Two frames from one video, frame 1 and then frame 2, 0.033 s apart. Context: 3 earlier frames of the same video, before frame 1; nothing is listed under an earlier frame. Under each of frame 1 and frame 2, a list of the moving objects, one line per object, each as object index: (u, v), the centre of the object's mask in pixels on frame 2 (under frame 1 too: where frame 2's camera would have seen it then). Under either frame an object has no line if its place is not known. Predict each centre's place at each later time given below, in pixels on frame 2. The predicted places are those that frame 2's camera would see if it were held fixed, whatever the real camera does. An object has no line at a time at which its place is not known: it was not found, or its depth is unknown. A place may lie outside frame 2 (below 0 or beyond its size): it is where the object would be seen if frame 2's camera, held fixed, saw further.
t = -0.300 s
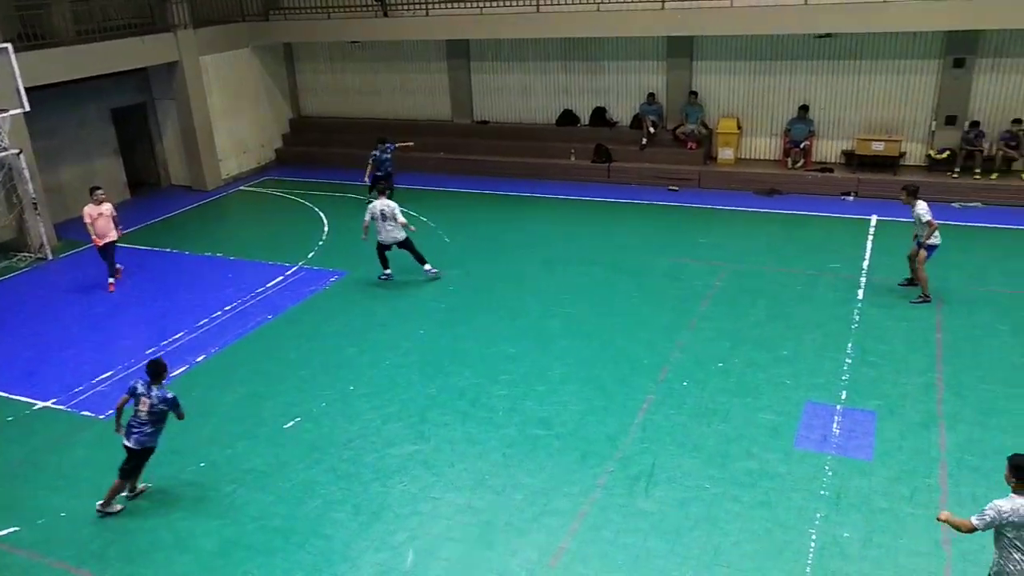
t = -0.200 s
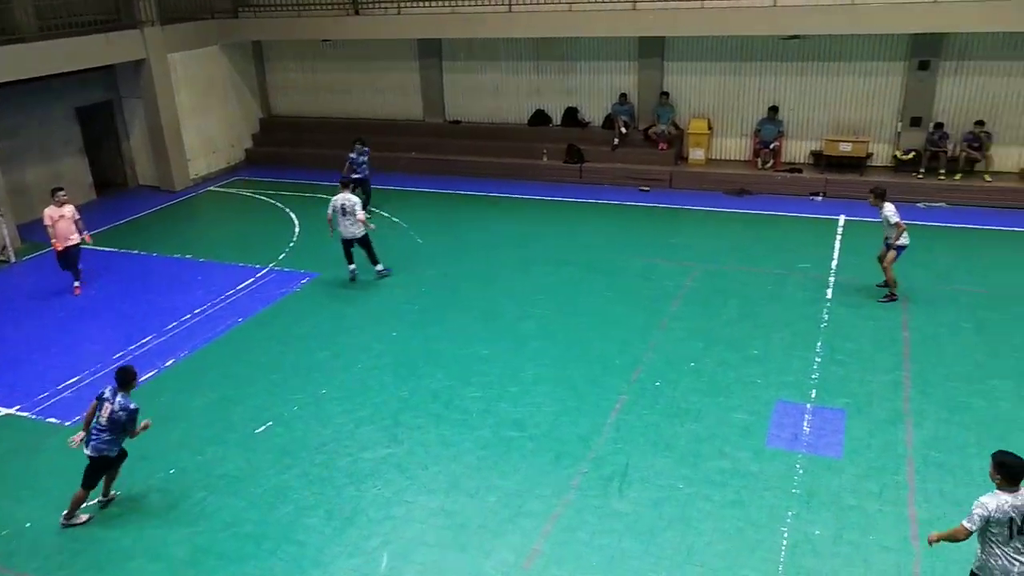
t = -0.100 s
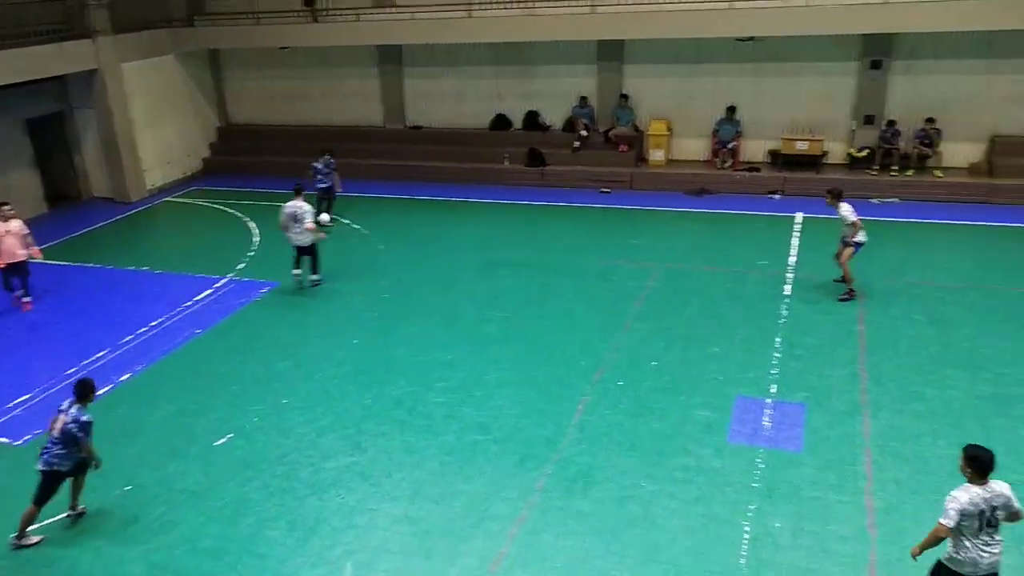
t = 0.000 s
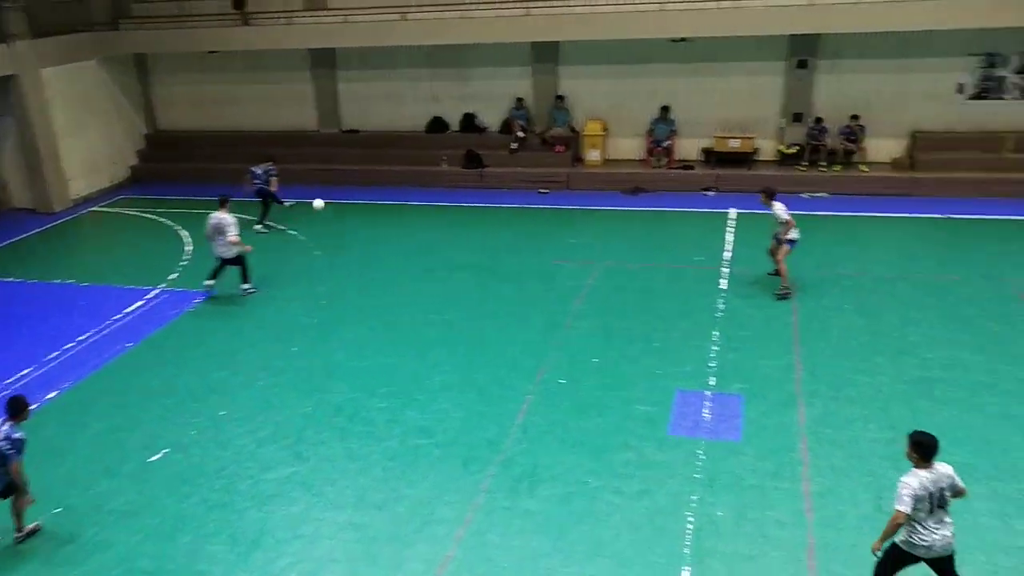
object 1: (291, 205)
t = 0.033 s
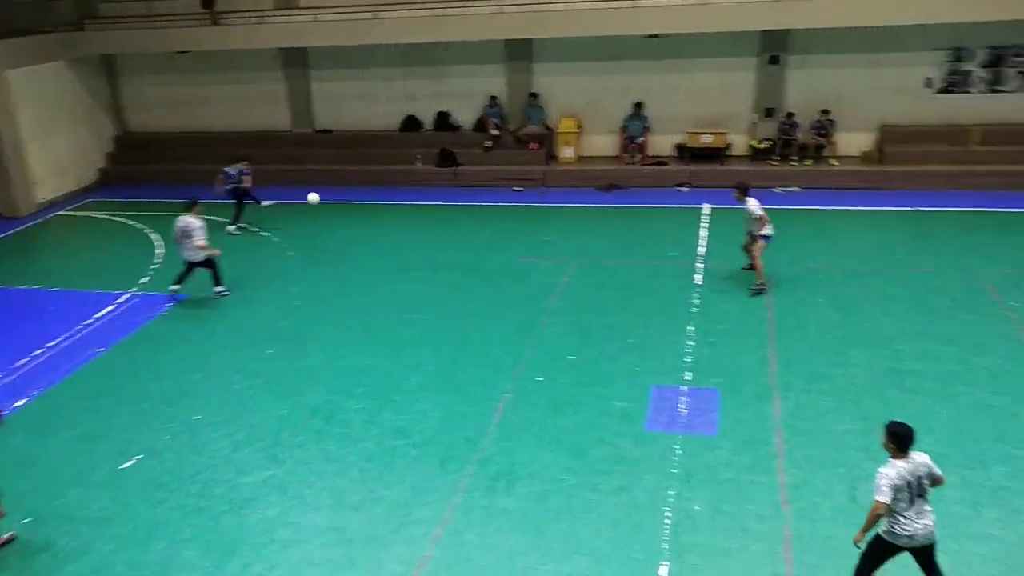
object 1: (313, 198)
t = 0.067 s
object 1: (336, 192)
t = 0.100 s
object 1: (359, 186)
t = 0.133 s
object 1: (384, 180)
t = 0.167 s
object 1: (408, 174)
